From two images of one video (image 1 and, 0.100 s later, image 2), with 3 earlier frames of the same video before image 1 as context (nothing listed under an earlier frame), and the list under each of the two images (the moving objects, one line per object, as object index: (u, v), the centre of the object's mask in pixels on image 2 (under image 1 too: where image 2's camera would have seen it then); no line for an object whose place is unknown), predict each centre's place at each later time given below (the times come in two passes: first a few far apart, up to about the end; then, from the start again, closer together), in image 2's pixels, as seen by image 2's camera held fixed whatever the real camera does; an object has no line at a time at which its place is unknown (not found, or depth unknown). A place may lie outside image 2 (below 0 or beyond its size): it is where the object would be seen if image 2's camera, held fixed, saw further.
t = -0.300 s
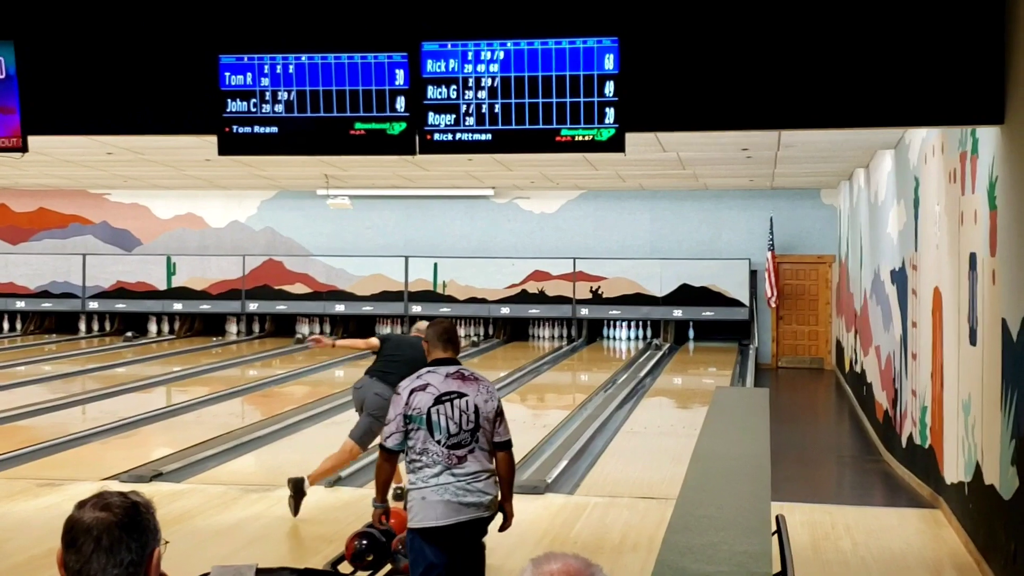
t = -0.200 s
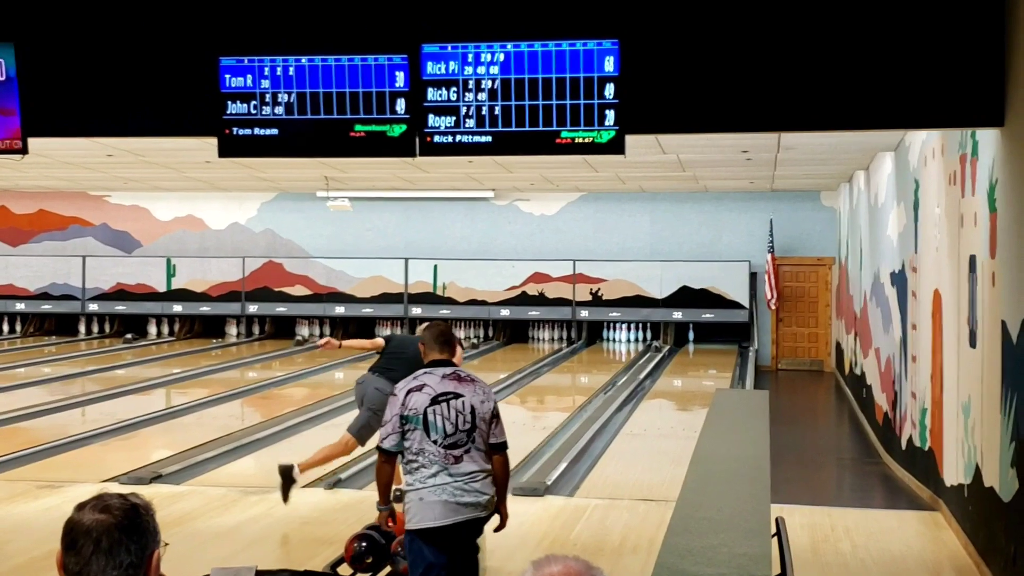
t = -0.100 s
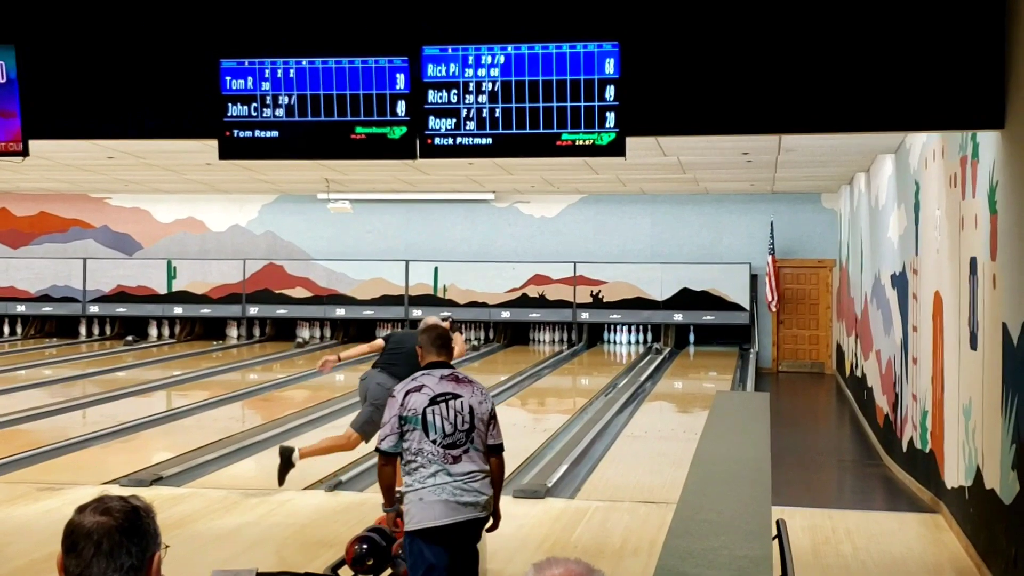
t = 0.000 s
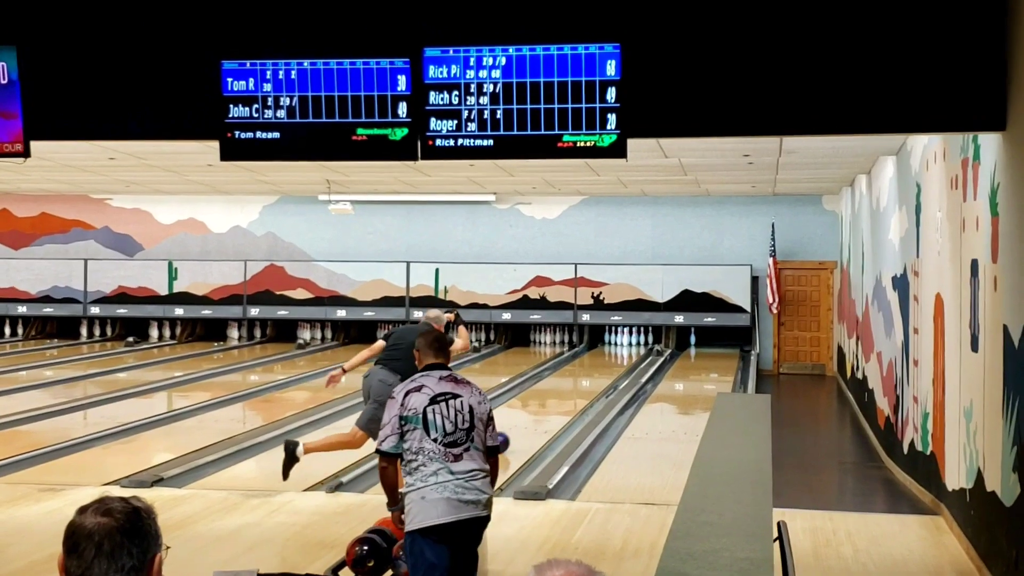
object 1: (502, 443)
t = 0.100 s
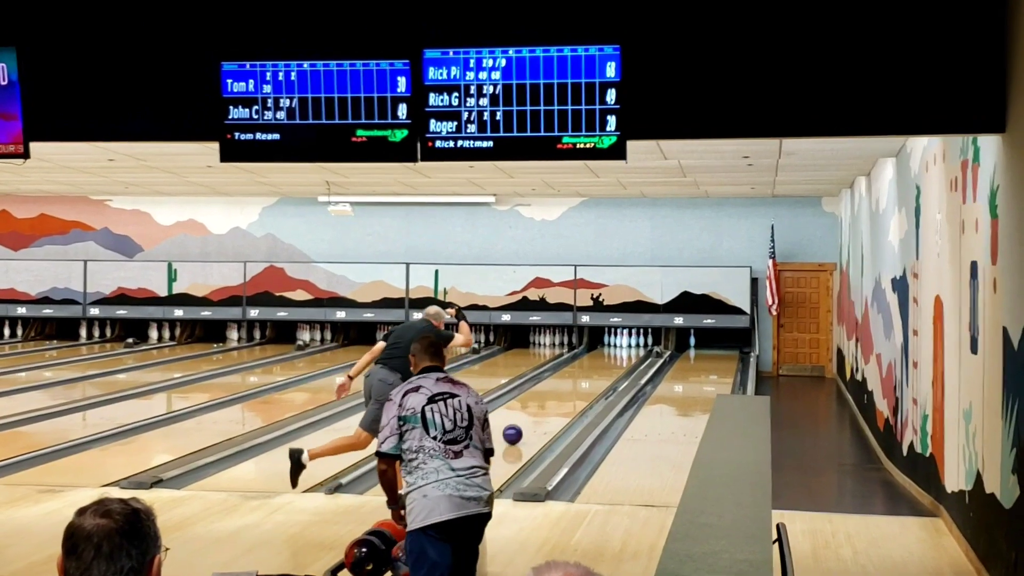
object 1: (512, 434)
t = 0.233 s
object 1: (529, 423)
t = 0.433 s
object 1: (549, 408)
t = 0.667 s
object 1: (569, 395)
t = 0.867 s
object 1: (583, 385)
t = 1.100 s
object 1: (596, 375)
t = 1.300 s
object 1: (606, 367)
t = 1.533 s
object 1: (615, 360)
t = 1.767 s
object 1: (621, 354)
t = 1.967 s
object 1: (625, 349)
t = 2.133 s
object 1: (627, 346)
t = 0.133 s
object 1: (517, 431)
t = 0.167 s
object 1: (521, 428)
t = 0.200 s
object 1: (525, 426)
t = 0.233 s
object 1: (529, 423)
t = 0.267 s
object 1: (532, 420)
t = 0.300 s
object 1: (536, 418)
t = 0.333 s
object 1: (540, 415)
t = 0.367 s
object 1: (543, 413)
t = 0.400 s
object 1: (546, 411)
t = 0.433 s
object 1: (549, 408)
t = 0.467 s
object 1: (553, 406)
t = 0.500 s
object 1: (556, 404)
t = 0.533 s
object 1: (558, 402)
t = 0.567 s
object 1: (561, 400)
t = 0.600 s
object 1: (564, 398)
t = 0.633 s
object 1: (566, 396)
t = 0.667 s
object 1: (569, 395)
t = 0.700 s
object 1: (572, 393)
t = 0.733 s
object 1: (574, 391)
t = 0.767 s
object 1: (577, 389)
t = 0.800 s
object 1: (579, 388)
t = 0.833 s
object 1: (581, 386)
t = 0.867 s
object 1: (583, 385)
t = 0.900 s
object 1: (585, 383)
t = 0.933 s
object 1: (587, 382)
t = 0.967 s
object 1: (589, 380)
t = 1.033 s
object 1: (593, 377)
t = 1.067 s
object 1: (595, 376)
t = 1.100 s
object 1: (596, 375)
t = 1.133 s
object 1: (598, 373)
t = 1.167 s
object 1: (600, 372)
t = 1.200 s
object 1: (601, 371)
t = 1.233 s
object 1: (603, 370)
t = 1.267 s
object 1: (605, 369)
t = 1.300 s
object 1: (606, 367)
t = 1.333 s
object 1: (607, 366)
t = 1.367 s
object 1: (609, 365)
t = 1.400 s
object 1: (610, 364)
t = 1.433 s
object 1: (611, 363)
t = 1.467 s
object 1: (613, 362)
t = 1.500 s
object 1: (614, 361)
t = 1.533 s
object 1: (615, 360)
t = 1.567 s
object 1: (616, 359)
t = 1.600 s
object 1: (617, 358)
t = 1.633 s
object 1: (618, 357)
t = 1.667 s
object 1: (619, 356)
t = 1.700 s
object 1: (620, 355)
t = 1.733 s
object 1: (621, 355)
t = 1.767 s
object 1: (621, 354)
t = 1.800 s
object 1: (622, 353)
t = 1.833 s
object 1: (623, 352)
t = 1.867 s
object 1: (624, 351)
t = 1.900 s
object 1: (624, 350)
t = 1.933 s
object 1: (625, 350)
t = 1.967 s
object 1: (625, 349)
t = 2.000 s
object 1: (626, 348)
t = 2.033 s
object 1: (626, 348)
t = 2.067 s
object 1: (626, 347)
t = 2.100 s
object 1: (627, 347)
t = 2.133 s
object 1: (627, 346)
